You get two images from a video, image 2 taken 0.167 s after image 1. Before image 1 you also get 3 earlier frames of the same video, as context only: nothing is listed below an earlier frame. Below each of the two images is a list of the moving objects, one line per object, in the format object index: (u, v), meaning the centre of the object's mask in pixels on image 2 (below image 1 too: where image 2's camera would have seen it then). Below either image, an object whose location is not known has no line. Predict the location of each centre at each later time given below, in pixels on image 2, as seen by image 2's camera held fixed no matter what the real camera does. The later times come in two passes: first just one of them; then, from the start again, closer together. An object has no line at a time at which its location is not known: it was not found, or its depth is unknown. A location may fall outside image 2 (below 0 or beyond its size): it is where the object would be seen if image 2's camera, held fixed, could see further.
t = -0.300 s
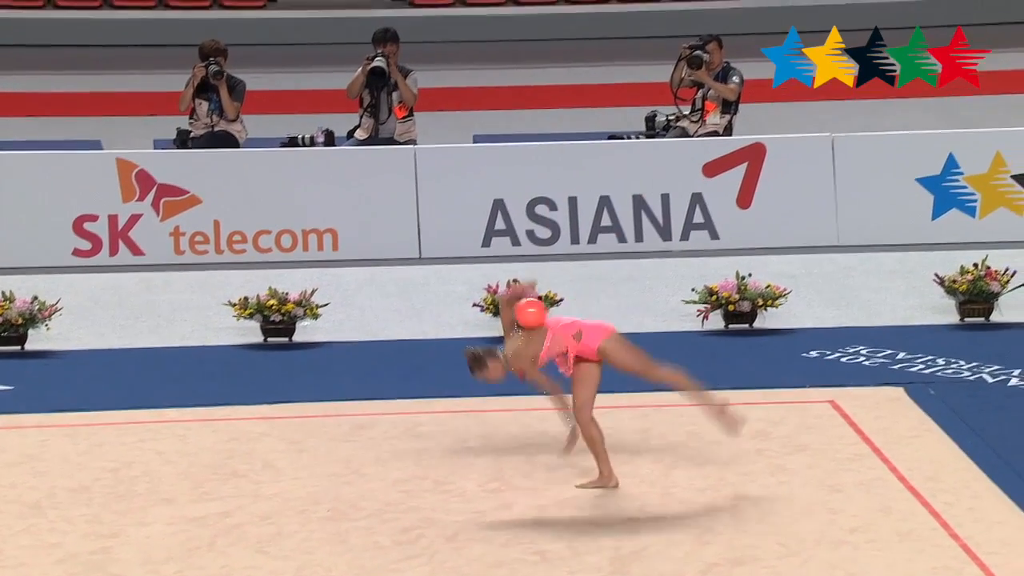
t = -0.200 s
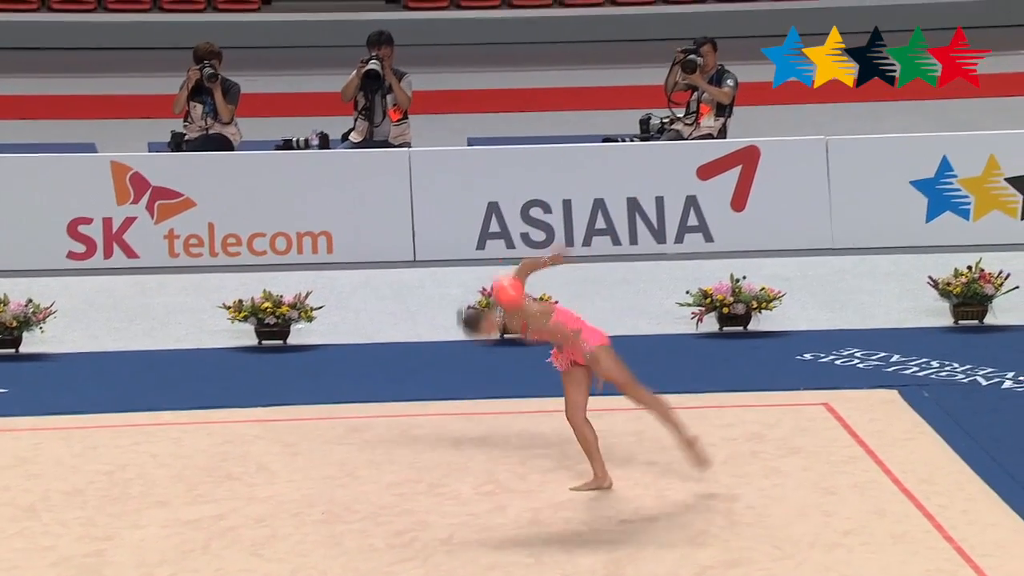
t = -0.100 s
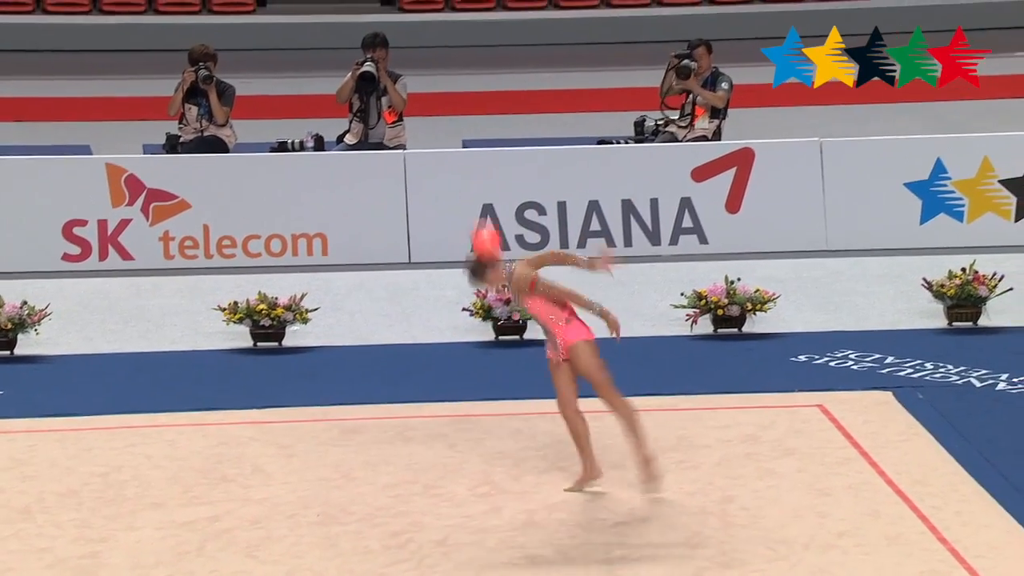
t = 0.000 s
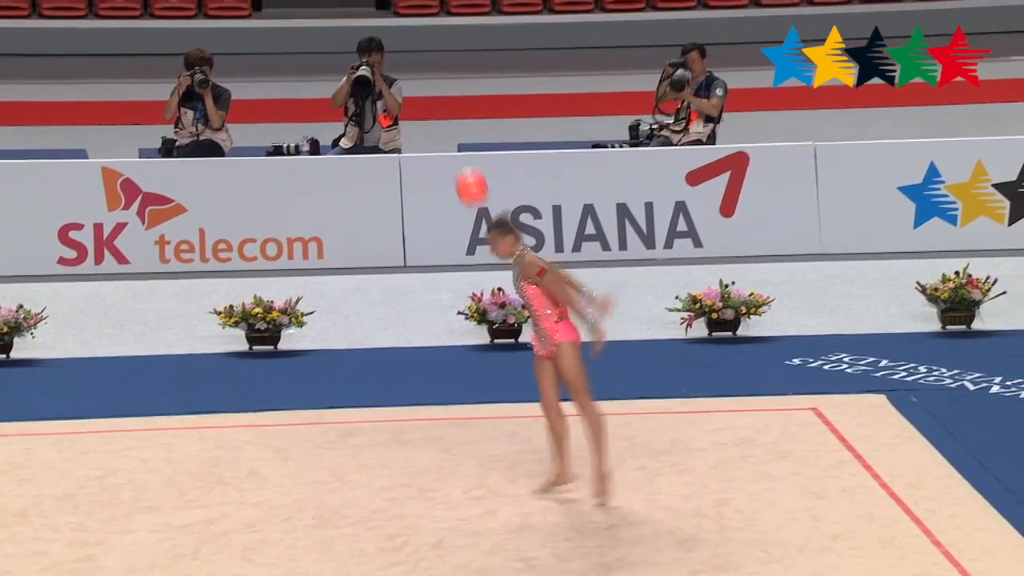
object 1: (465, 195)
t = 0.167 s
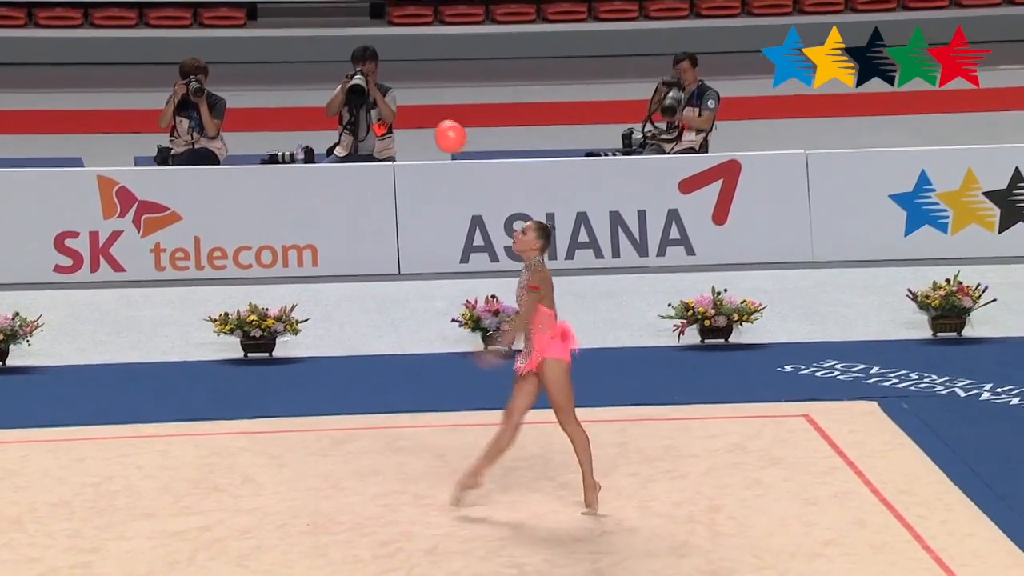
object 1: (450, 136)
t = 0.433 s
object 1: (426, 138)
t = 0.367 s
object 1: (431, 127)
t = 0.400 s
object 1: (430, 133)
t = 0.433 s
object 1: (426, 138)
